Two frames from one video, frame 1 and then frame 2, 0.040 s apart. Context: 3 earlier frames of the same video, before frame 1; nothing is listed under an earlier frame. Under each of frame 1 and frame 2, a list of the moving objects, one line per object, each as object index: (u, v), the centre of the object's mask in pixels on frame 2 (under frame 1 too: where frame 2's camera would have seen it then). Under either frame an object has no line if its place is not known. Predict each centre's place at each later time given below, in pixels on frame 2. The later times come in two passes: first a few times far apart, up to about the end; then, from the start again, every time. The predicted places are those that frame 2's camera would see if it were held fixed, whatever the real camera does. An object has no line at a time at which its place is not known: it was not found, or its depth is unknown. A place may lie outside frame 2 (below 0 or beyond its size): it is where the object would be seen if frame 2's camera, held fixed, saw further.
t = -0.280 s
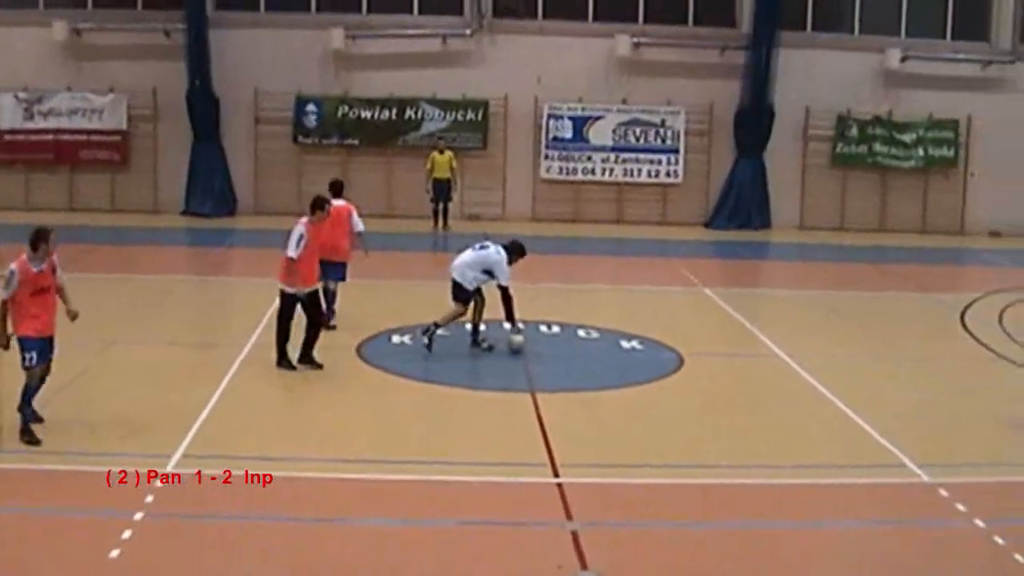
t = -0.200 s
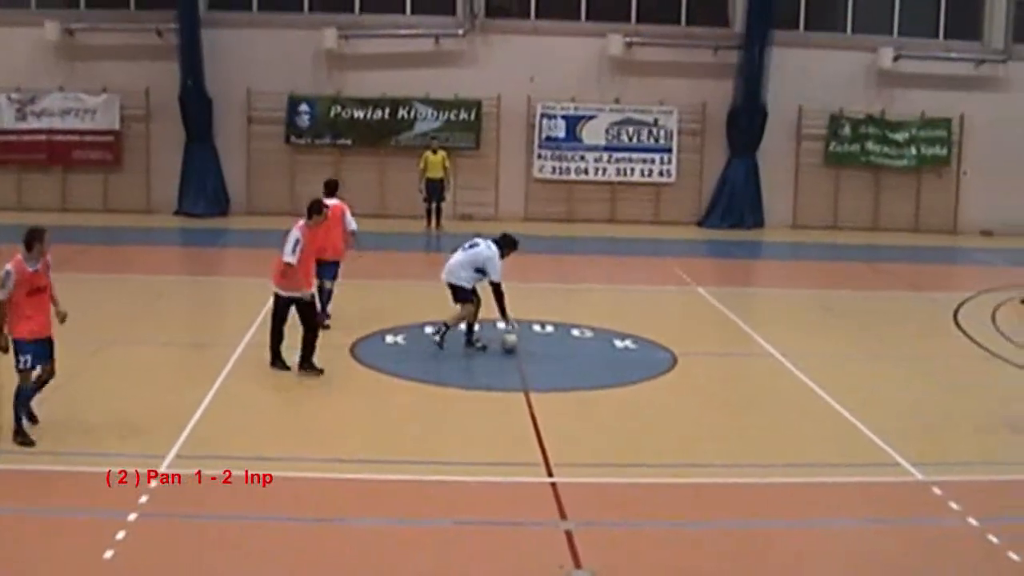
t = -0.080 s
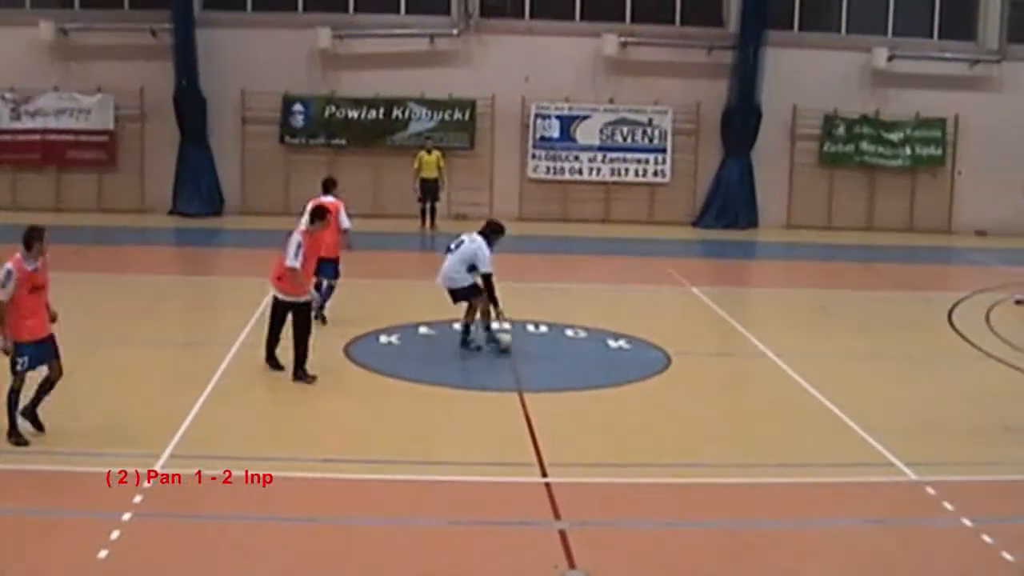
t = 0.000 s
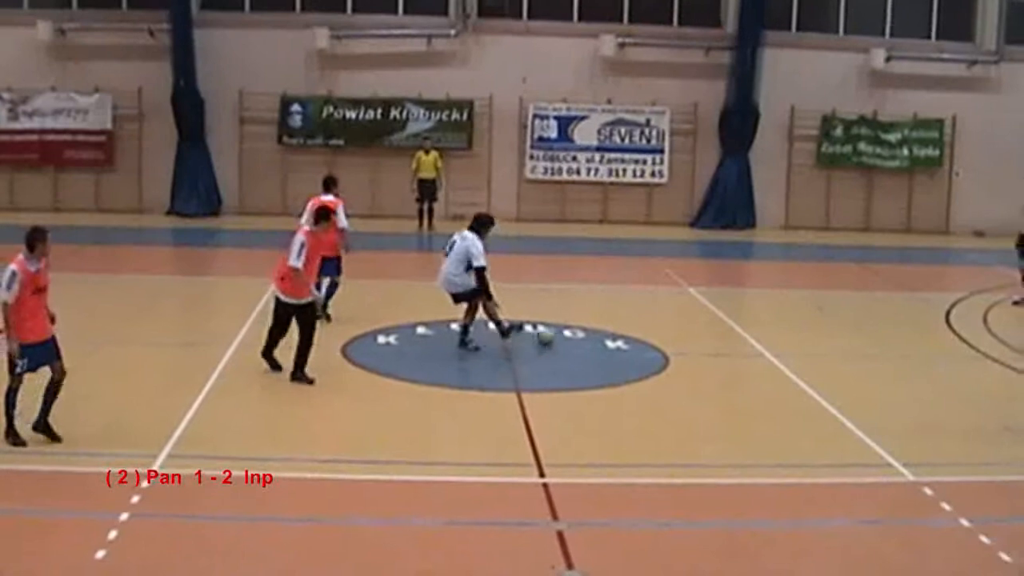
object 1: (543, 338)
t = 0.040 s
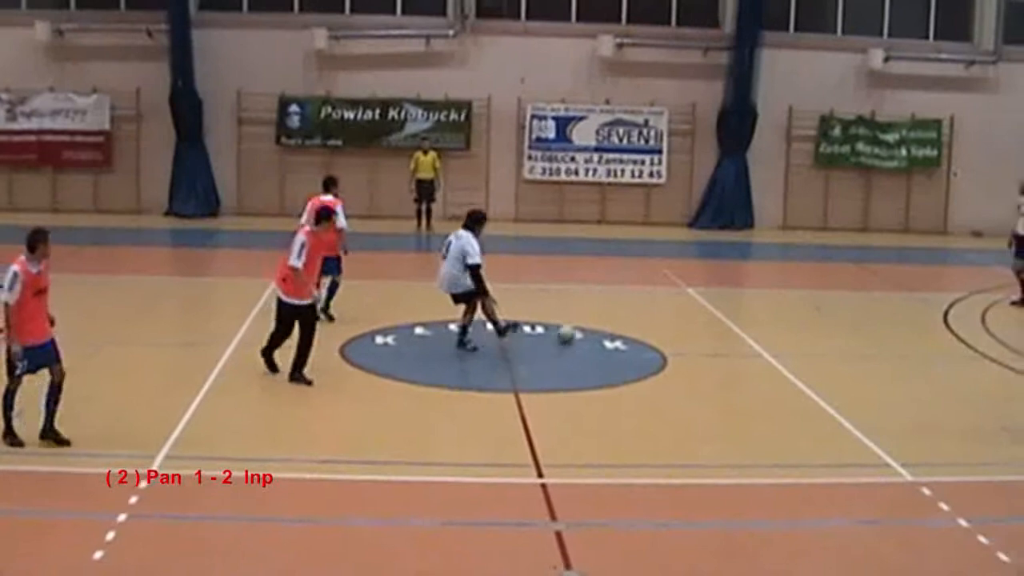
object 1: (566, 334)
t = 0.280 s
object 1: (671, 319)
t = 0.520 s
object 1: (745, 310)
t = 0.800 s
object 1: (807, 302)
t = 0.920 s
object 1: (833, 297)
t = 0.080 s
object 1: (584, 336)
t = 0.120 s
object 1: (604, 329)
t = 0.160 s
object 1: (622, 328)
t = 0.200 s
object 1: (639, 324)
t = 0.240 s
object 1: (655, 321)
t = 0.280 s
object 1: (671, 319)
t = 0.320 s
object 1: (684, 317)
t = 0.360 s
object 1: (697, 316)
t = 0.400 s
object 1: (710, 314)
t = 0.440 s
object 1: (722, 312)
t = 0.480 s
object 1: (733, 310)
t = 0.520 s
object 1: (745, 310)
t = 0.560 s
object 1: (755, 308)
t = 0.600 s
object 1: (764, 305)
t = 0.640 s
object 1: (774, 306)
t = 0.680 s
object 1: (784, 304)
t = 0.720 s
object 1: (790, 303)
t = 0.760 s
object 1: (799, 302)
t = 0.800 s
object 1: (807, 302)
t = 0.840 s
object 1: (816, 300)
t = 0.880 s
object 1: (824, 298)
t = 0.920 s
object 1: (833, 297)
